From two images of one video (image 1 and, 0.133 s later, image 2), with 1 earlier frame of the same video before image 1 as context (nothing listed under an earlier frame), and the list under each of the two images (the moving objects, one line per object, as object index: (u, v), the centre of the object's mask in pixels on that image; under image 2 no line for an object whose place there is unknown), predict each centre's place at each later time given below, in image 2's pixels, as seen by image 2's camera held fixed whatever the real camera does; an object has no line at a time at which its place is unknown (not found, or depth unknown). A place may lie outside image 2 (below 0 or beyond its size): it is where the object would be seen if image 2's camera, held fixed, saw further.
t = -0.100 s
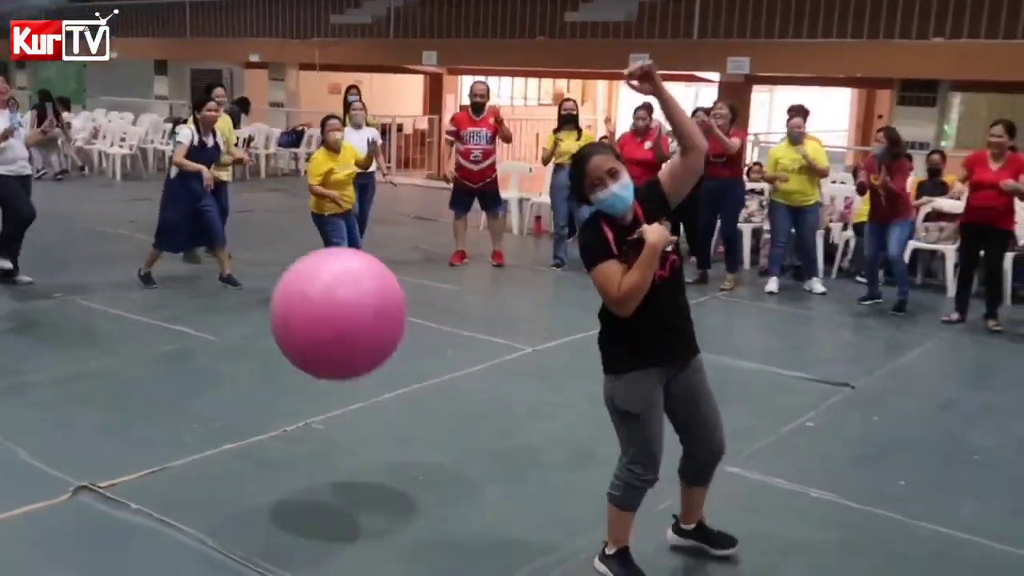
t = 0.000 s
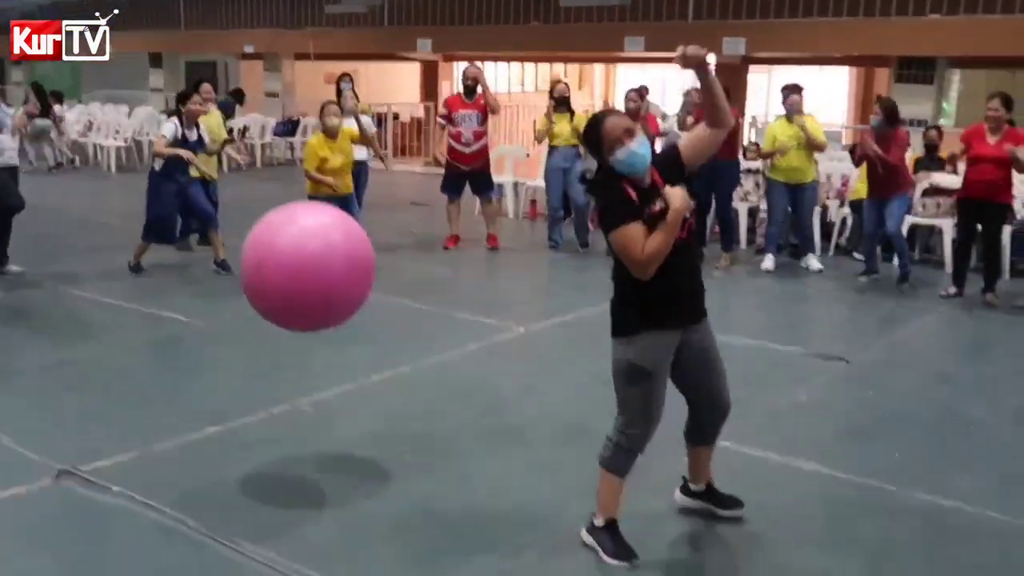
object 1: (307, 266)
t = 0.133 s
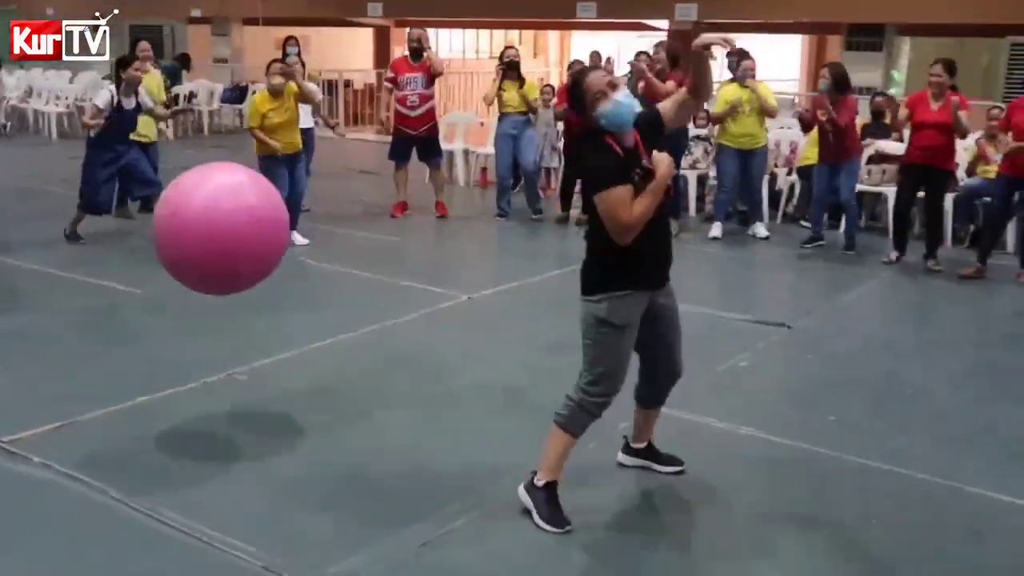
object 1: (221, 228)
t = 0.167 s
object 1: (216, 234)
